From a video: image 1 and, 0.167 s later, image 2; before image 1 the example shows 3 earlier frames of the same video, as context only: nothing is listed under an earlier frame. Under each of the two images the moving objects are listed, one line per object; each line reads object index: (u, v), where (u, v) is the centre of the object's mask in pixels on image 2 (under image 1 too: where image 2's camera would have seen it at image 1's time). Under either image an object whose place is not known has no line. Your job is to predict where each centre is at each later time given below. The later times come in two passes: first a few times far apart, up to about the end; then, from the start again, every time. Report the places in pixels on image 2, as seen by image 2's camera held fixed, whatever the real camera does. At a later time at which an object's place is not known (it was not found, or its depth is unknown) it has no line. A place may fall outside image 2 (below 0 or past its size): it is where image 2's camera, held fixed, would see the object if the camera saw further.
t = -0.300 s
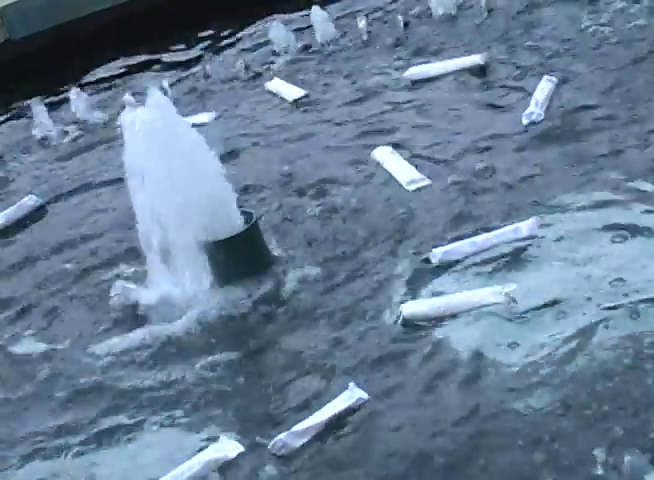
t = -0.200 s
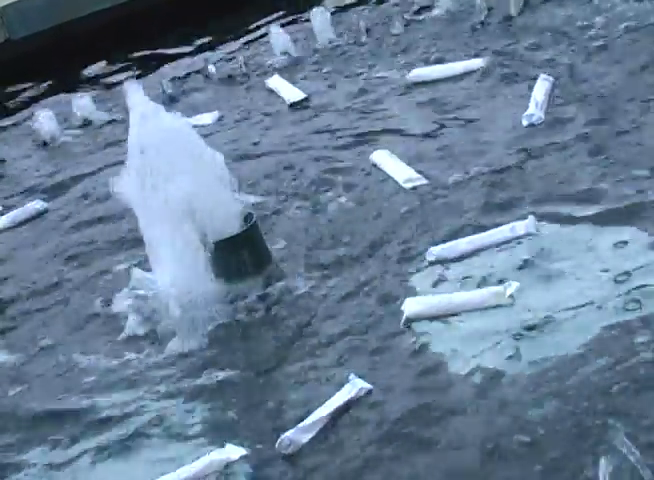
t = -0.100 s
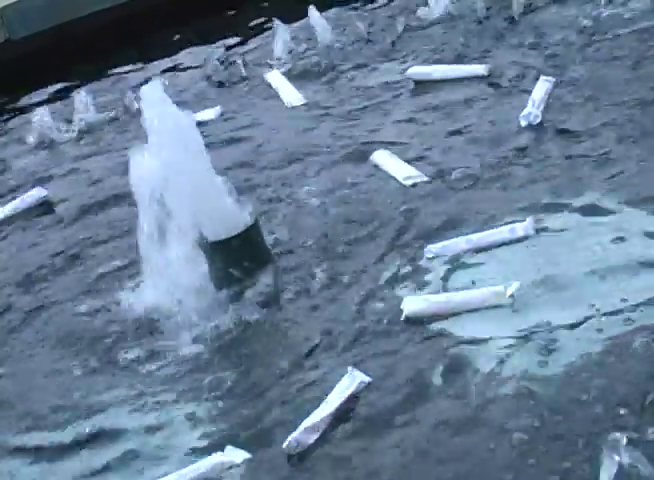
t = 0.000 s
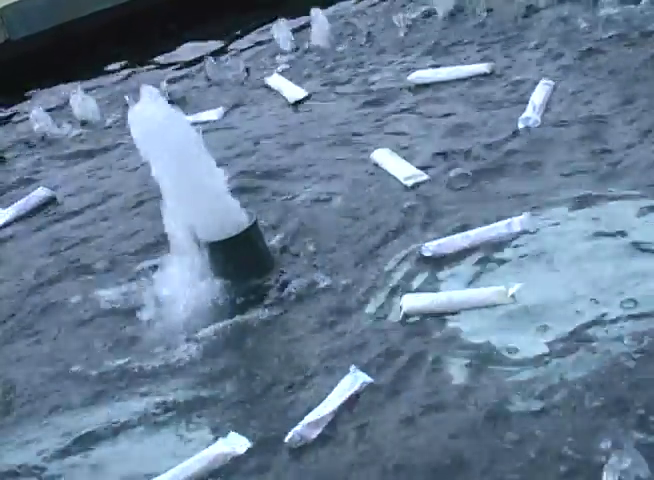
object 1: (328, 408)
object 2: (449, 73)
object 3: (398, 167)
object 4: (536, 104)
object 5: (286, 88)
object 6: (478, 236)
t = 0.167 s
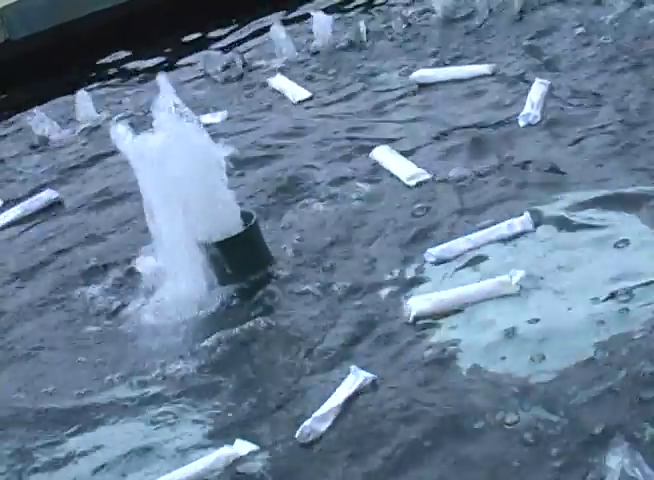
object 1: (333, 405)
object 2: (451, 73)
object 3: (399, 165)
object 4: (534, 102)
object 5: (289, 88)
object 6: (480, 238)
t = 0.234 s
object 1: (332, 405)
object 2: (452, 71)
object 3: (398, 167)
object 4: (534, 104)
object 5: (290, 88)
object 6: (481, 238)
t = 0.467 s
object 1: (341, 404)
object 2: (455, 76)
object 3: (398, 165)
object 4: (533, 106)
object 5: (291, 83)
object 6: (472, 236)
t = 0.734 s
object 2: (458, 75)
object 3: (394, 159)
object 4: (530, 105)
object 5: (294, 86)
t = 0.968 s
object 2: (459, 79)
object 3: (395, 159)
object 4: (531, 109)
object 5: (296, 86)
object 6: (478, 232)
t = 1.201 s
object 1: (350, 388)
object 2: (463, 79)
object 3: (393, 157)
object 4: (532, 111)
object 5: (297, 84)
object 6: (473, 232)
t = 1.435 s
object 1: (357, 383)
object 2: (463, 80)
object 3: (394, 157)
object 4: (531, 110)
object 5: (303, 85)
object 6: (469, 231)
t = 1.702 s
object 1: (361, 382)
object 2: (469, 82)
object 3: (399, 157)
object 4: (531, 113)
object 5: (306, 83)
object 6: (460, 230)
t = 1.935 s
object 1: (369, 377)
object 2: (471, 83)
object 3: (397, 153)
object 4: (532, 117)
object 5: (309, 82)
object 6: (456, 230)
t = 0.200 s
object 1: (332, 405)
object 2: (453, 72)
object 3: (399, 166)
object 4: (534, 103)
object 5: (289, 88)
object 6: (480, 238)
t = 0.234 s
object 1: (332, 405)
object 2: (452, 71)
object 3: (398, 167)
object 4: (534, 104)
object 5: (290, 88)
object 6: (481, 238)
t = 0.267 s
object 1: (331, 403)
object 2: (452, 72)
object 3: (397, 168)
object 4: (533, 105)
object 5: (290, 88)
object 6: (477, 237)
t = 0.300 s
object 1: (332, 403)
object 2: (453, 73)
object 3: (396, 167)
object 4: (532, 106)
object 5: (289, 88)
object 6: (476, 236)
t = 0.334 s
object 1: (333, 402)
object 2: (453, 73)
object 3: (401, 169)
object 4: (532, 106)
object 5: (290, 87)
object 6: (472, 236)
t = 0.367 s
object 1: (336, 402)
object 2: (455, 73)
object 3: (396, 164)
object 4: (531, 105)
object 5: (289, 86)
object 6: (472, 235)
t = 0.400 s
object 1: (338, 403)
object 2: (455, 74)
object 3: (397, 164)
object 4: (531, 105)
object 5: (289, 85)
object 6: (473, 235)
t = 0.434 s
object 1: (340, 404)
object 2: (455, 75)
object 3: (397, 165)
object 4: (532, 106)
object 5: (290, 84)
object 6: (473, 235)
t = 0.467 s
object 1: (341, 404)
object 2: (455, 76)
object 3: (398, 165)
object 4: (533, 106)
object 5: (291, 83)
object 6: (472, 236)
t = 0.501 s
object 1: (342, 401)
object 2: (456, 76)
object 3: (398, 165)
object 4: (533, 106)
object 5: (292, 83)
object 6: (471, 235)
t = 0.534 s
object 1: (341, 398)
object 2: (457, 76)
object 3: (397, 164)
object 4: (532, 106)
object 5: (293, 83)
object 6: (470, 235)
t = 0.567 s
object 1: (341, 394)
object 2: (456, 75)
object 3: (396, 163)
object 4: (531, 106)
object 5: (293, 85)
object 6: (470, 235)
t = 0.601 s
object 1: (341, 392)
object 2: (457, 75)
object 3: (394, 161)
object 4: (530, 107)
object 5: (293, 86)
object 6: (470, 236)
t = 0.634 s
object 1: (340, 392)
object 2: (458, 75)
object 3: (393, 160)
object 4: (530, 107)
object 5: (294, 87)
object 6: (471, 236)
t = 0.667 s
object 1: (341, 392)
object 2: (459, 74)
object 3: (392, 159)
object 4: (530, 107)
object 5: (294, 87)
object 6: (471, 235)
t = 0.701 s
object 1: (343, 393)
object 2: (457, 75)
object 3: (393, 159)
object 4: (530, 106)
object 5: (295, 87)
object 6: (470, 234)
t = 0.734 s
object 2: (458, 75)
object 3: (394, 159)
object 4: (530, 105)
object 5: (294, 86)
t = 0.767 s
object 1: (347, 395)
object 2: (457, 76)
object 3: (396, 160)
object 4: (530, 105)
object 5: (294, 85)
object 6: (467, 234)
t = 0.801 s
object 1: (348, 393)
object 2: (456, 77)
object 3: (399, 161)
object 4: (531, 105)
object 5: (294, 85)
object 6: (469, 234)
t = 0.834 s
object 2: (457, 78)
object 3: (400, 161)
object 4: (531, 105)
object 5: (294, 85)
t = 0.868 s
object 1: (349, 389)
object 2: (459, 80)
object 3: (401, 162)
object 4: (531, 106)
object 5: (295, 85)
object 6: (474, 233)
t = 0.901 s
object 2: (459, 80)
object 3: (400, 161)
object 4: (530, 107)
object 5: (295, 86)
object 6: (477, 231)
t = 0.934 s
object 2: (459, 80)
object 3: (397, 160)
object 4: (530, 108)
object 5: (295, 86)
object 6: (477, 232)
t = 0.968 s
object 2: (459, 79)
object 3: (395, 159)
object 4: (531, 109)
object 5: (296, 86)
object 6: (478, 232)
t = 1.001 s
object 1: (351, 388)
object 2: (459, 78)
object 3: (393, 159)
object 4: (531, 109)
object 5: (297, 86)
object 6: (476, 236)
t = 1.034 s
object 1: (349, 388)
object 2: (460, 76)
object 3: (392, 158)
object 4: (531, 108)
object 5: (297, 85)
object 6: (475, 235)
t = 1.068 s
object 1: (350, 387)
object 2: (462, 76)
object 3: (392, 158)
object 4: (532, 108)
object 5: (298, 84)
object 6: (474, 237)
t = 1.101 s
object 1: (351, 387)
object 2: (463, 76)
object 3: (393, 158)
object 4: (532, 108)
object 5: (298, 84)
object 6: (474, 237)
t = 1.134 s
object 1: (351, 388)
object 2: (464, 77)
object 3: (393, 158)
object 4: (532, 109)
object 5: (298, 83)
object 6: (473, 236)
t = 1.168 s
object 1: (350, 387)
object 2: (463, 78)
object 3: (393, 157)
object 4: (532, 110)
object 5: (298, 83)
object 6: (473, 234)
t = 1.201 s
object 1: (350, 388)
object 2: (463, 79)
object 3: (393, 157)
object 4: (532, 111)
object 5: (297, 84)
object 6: (473, 232)
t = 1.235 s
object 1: (350, 388)
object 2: (465, 80)
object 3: (394, 158)
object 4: (532, 111)
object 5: (299, 84)
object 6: (472, 232)
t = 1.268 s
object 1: (351, 387)
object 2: (466, 80)
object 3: (395, 157)
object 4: (532, 110)
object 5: (300, 85)
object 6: (473, 230)
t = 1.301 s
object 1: (353, 385)
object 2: (466, 81)
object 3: (396, 158)
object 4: (532, 111)
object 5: (301, 85)
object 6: (474, 229)
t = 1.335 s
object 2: (466, 81)
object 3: (397, 158)
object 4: (531, 110)
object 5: (301, 85)
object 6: (474, 229)
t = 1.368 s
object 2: (465, 82)
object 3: (396, 159)
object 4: (530, 111)
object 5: (301, 86)
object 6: (472, 230)
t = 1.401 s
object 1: (356, 382)
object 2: (464, 81)
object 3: (395, 158)
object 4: (530, 110)
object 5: (302, 85)
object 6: (471, 231)
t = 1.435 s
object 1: (357, 383)
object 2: (463, 80)
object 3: (394, 157)
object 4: (531, 110)
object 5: (303, 85)
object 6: (469, 231)
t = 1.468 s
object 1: (356, 385)
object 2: (465, 79)
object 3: (393, 156)
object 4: (532, 110)
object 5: (304, 85)
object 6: (467, 232)
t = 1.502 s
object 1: (355, 386)
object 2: (466, 78)
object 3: (392, 154)
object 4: (532, 110)
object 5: (305, 84)
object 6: (466, 232)
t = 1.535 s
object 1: (355, 386)
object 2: (467, 78)
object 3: (392, 153)
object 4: (533, 111)
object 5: (304, 83)
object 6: (465, 232)
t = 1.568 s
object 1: (357, 386)
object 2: (469, 79)
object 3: (393, 152)
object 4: (533, 112)
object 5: (305, 83)
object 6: (463, 233)
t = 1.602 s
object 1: (359, 384)
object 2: (469, 79)
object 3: (395, 152)
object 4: (534, 112)
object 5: (305, 83)
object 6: (463, 232)
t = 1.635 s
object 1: (358, 383)
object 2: (469, 80)
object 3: (396, 153)
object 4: (533, 113)
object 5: (305, 83)
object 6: (461, 231)
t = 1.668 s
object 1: (360, 382)
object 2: (470, 81)
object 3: (398, 154)
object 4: (532, 112)
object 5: (306, 83)
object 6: (461, 229)
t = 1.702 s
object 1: (361, 382)
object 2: (469, 82)
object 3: (399, 157)
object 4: (531, 113)
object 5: (306, 83)
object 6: (460, 230)
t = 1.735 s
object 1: (361, 382)
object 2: (468, 83)
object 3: (399, 158)
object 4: (530, 112)
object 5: (306, 82)
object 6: (459, 230)
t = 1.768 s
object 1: (362, 380)
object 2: (469, 83)
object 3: (399, 158)
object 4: (530, 112)
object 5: (308, 82)
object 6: (459, 230)
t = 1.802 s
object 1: (365, 379)
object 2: (469, 83)
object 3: (400, 157)
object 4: (531, 112)
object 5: (307, 81)
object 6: (461, 229)
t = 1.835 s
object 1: (366, 376)
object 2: (470, 84)
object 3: (399, 156)
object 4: (531, 113)
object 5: (307, 81)
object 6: (459, 229)
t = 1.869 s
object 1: (367, 377)
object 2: (471, 84)
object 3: (398, 154)
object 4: (531, 114)
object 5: (308, 81)
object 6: (459, 230)
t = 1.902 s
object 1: (369, 377)
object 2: (471, 84)
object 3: (398, 154)
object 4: (532, 116)
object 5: (308, 82)
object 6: (458, 231)
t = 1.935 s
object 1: (369, 377)
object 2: (471, 83)
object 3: (397, 153)
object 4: (532, 117)
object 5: (309, 82)
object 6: (456, 230)
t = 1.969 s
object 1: (367, 377)
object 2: (471, 83)
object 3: (397, 154)
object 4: (532, 118)
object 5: (309, 83)
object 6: (456, 231)
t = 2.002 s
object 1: (367, 376)
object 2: (473, 82)
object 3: (398, 155)
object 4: (534, 118)
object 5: (310, 83)
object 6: (457, 231)
